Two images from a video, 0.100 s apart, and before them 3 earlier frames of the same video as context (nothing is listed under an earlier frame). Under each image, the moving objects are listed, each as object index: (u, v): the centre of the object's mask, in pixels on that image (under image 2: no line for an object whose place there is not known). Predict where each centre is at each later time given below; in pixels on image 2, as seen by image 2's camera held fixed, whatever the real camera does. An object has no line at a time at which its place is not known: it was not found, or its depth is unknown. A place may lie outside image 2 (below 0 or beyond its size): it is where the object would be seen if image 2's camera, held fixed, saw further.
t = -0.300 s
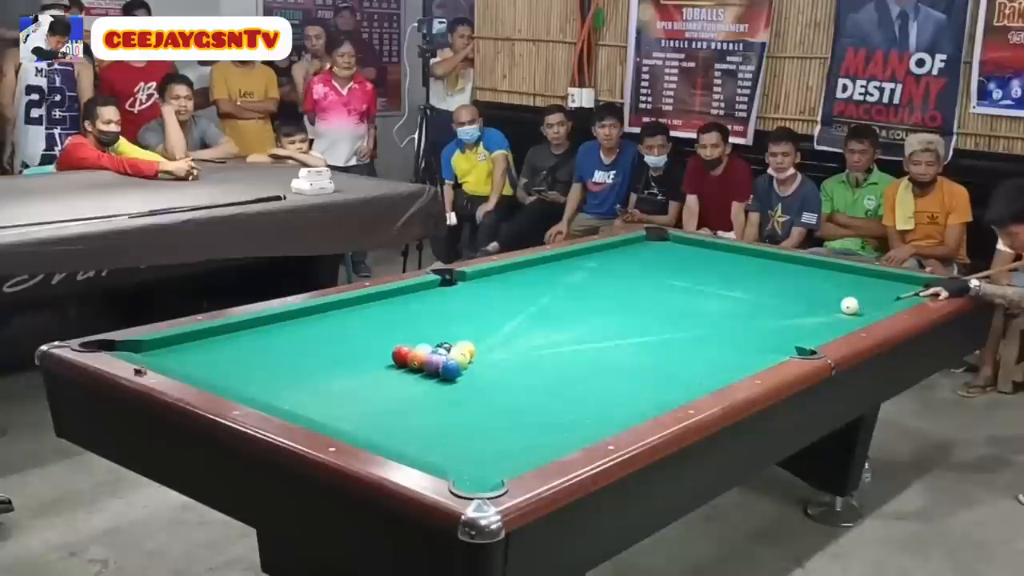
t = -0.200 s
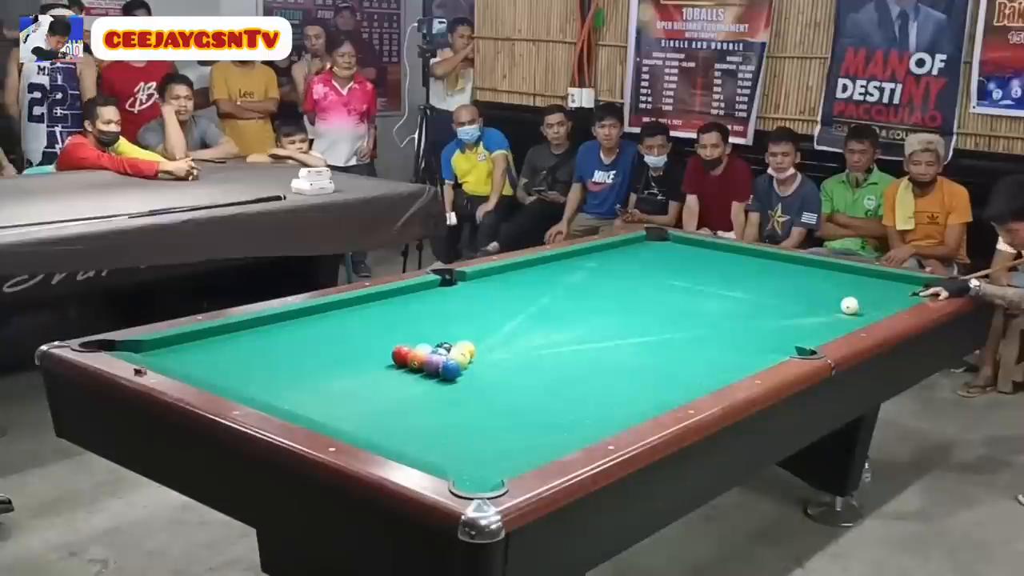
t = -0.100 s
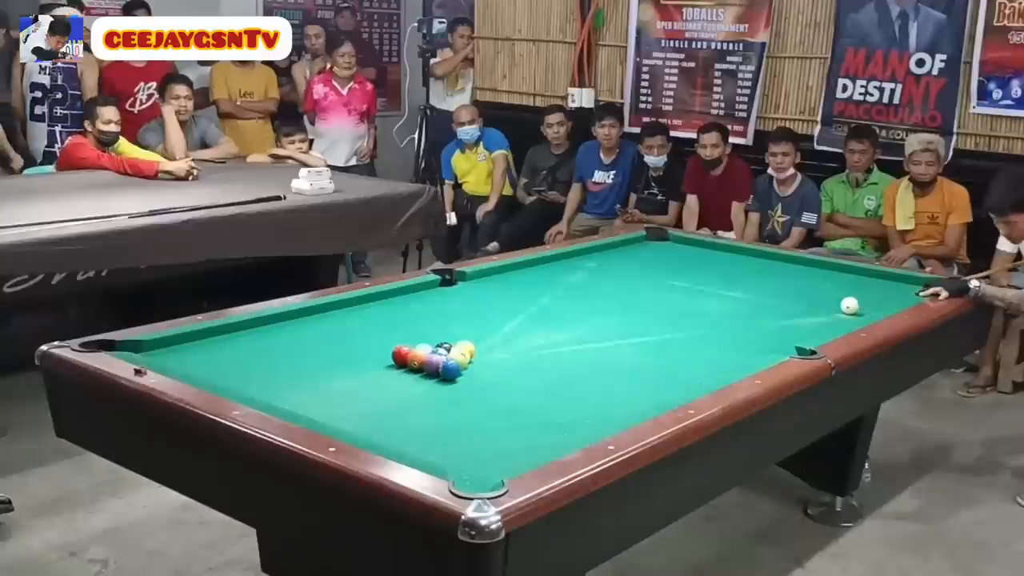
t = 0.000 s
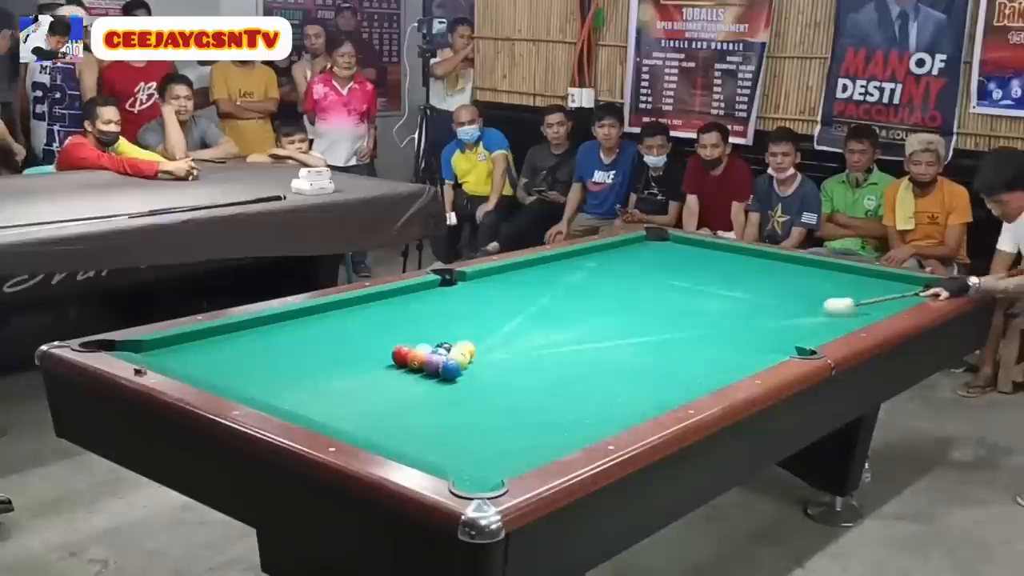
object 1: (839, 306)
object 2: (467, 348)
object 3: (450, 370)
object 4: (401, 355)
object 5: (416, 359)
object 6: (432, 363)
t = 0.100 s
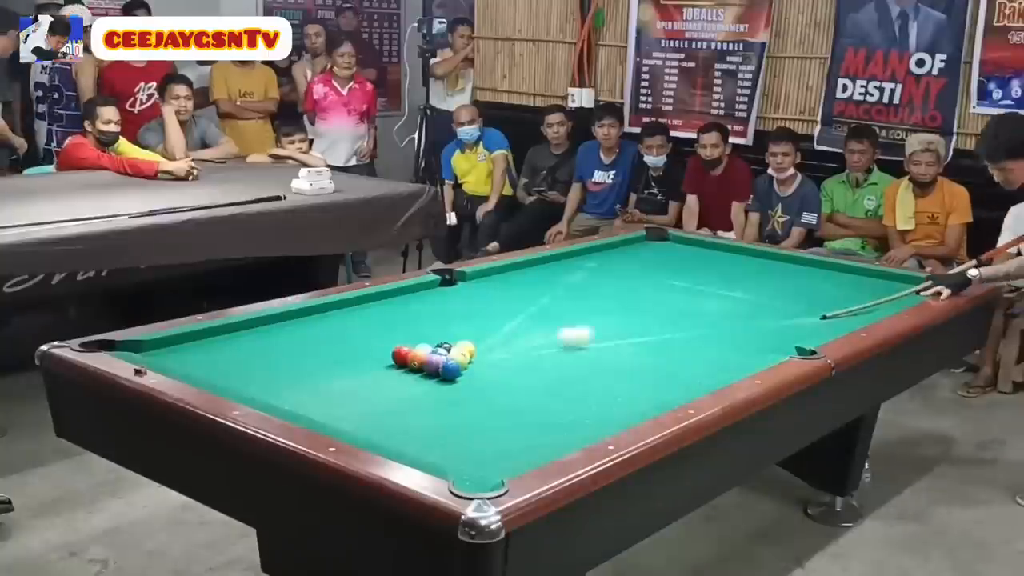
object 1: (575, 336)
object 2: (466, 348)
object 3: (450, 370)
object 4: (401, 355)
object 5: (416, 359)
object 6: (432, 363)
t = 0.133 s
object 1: (483, 345)
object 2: (465, 344)
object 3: (449, 371)
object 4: (394, 355)
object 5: (415, 359)
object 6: (432, 363)
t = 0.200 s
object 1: (504, 313)
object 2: (462, 323)
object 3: (432, 393)
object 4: (217, 368)
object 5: (398, 374)
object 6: (418, 379)
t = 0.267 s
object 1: (522, 299)
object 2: (460, 314)
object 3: (414, 415)
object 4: (226, 340)
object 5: (381, 386)
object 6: (407, 392)
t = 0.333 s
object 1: (540, 300)
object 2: (457, 319)
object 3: (398, 437)
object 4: (273, 321)
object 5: (365, 398)
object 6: (396, 405)
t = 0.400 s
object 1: (559, 317)
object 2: (456, 306)
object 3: (415, 443)
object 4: (341, 308)
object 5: (347, 410)
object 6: (384, 418)
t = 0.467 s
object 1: (576, 351)
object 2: (454, 304)
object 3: (450, 440)
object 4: (413, 305)
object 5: (332, 418)
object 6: (372, 430)
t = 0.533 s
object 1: (590, 346)
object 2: (484, 293)
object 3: (483, 436)
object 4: (448, 302)
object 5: (354, 419)
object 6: (384, 433)
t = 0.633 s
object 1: (608, 347)
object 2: (544, 278)
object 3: (529, 431)
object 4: (468, 302)
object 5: (385, 414)
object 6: (418, 432)
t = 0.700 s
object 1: (620, 368)
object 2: (577, 269)
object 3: (560, 428)
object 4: (482, 302)
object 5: (405, 411)
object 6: (439, 430)
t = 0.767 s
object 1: (628, 365)
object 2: (605, 261)
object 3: (588, 422)
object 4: (496, 302)
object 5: (425, 408)
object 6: (461, 428)
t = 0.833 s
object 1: (634, 375)
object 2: (629, 254)
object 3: (606, 416)
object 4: (510, 302)
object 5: (444, 405)
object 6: (481, 426)
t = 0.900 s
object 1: (638, 379)
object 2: (649, 247)
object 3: (613, 410)
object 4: (523, 302)
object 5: (463, 403)
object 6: (502, 424)
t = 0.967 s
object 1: (640, 383)
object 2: (669, 240)
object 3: (620, 405)
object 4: (536, 301)
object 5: (480, 399)
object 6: (522, 423)
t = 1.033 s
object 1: (643, 386)
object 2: (667, 240)
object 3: (626, 398)
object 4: (549, 302)
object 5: (498, 397)
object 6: (541, 421)
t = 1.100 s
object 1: (651, 387)
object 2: (651, 245)
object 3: (624, 394)
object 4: (562, 302)
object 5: (515, 394)
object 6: (560, 419)
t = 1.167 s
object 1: (666, 385)
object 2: (636, 248)
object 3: (615, 392)
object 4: (574, 301)
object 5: (531, 392)
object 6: (579, 418)
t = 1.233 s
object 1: (680, 383)
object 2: (623, 251)
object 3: (609, 391)
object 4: (587, 301)
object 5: (547, 389)
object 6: (597, 416)
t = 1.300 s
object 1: (693, 380)
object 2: (609, 255)
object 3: (603, 389)
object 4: (599, 301)
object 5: (563, 387)
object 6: (614, 412)
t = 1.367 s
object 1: (700, 377)
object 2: (596, 258)
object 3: (600, 387)
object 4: (611, 300)
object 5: (575, 384)
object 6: (625, 408)
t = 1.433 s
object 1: (705, 374)
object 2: (581, 262)
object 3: (612, 386)
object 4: (624, 300)
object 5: (572, 381)
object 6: (629, 405)
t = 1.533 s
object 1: (712, 369)
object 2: (559, 268)
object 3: (623, 384)
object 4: (642, 300)
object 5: (572, 377)
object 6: (633, 400)
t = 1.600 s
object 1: (717, 365)
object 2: (543, 271)
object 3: (631, 381)
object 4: (653, 300)
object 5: (572, 374)
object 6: (636, 397)
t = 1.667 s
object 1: (721, 362)
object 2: (527, 275)
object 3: (640, 378)
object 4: (664, 300)
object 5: (573, 371)
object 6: (638, 393)
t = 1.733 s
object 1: (725, 359)
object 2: (511, 279)
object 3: (651, 379)
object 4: (675, 300)
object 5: (573, 368)
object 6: (641, 389)
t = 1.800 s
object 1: (729, 355)
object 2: (494, 283)
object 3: (658, 380)
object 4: (686, 299)
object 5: (573, 366)
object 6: (642, 387)
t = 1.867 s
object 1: (733, 351)
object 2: (476, 288)
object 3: (665, 379)
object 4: (697, 300)
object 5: (573, 363)
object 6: (643, 384)
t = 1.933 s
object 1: (737, 348)
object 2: (457, 292)
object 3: (673, 377)
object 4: (708, 299)
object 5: (573, 361)
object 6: (643, 382)
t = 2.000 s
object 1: (740, 345)
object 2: (438, 297)
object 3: (681, 375)
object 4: (719, 299)
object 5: (573, 359)
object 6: (644, 380)
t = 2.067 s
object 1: (744, 341)
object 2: (418, 302)
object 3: (689, 373)
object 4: (729, 300)
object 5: (573, 356)
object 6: (644, 378)
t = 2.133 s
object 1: (747, 338)
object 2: (398, 307)
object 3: (697, 372)
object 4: (739, 299)
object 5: (573, 354)
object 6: (645, 376)
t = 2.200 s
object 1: (750, 335)
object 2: (377, 312)
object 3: (704, 369)
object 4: (749, 299)
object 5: (573, 352)
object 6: (645, 374)
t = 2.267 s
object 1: (753, 332)
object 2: (355, 317)
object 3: (711, 368)
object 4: (759, 299)
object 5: (573, 350)
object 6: (646, 372)
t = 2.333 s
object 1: (757, 330)
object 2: (332, 322)
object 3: (718, 366)
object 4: (770, 299)
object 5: (574, 348)
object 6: (646, 370)
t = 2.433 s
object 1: (761, 326)
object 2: (296, 331)
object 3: (728, 363)
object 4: (784, 299)
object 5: (574, 345)
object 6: (646, 368)
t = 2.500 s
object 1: (764, 323)
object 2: (271, 338)
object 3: (734, 361)
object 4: (794, 299)
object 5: (574, 343)
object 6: (647, 366)
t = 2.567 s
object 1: (767, 321)
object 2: (244, 344)
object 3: (741, 359)
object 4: (803, 299)
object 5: (574, 341)
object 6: (647, 364)
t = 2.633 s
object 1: (770, 318)
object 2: (217, 351)
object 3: (748, 357)
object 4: (812, 298)
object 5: (574, 340)
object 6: (647, 363)
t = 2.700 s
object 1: (772, 316)
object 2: (189, 358)
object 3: (757, 354)
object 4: (822, 299)
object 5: (573, 338)
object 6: (647, 361)
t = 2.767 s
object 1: (775, 313)
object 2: (170, 359)
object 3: (759, 353)
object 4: (831, 298)
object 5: (574, 337)
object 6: (648, 360)
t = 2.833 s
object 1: (777, 311)
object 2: (188, 358)
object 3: (764, 352)
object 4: (839, 298)
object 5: (574, 335)
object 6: (648, 359)
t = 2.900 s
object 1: (780, 309)
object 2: (205, 355)
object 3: (767, 351)
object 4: (848, 298)
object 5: (574, 333)
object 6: (648, 357)
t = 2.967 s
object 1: (782, 307)
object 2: (221, 352)
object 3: (765, 351)
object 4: (857, 298)
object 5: (574, 332)
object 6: (648, 356)
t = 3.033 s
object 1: (784, 305)
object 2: (236, 348)
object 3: (763, 352)
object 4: (865, 298)
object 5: (574, 331)
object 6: (648, 355)
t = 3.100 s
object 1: (787, 303)
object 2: (251, 345)
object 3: (761, 351)
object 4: (874, 298)
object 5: (574, 329)
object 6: (648, 354)
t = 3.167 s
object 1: (789, 301)
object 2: (265, 342)
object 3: (759, 352)
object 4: (882, 298)
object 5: (574, 328)
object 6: (648, 353)
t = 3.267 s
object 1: (792, 298)
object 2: (286, 337)
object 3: (757, 352)
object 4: (894, 297)
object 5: (573, 326)
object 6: (649, 351)
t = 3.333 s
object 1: (794, 296)
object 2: (299, 335)
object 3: (756, 352)
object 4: (902, 296)
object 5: (573, 325)
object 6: (648, 350)
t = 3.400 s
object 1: (796, 294)
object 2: (312, 332)
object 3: (755, 352)
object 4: (902, 296)
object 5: (573, 324)
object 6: (648, 349)
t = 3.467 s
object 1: (798, 293)
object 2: (325, 329)
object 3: (754, 352)
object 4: (901, 295)
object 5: (573, 323)
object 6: (648, 348)
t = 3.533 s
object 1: (800, 291)
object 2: (337, 327)
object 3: (753, 352)
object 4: (899, 295)
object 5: (573, 322)
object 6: (648, 348)
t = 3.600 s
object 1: (802, 290)
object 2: (348, 324)
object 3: (753, 352)
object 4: (897, 295)
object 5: (573, 321)
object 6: (648, 347)
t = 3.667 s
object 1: (803, 288)
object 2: (360, 322)
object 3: (752, 352)
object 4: (896, 294)
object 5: (573, 320)
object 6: (648, 346)
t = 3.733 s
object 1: (806, 287)
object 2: (371, 319)
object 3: (751, 352)
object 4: (894, 295)
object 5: (573, 319)
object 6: (647, 345)
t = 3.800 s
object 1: (807, 285)
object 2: (381, 317)
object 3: (751, 352)
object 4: (892, 294)
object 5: (573, 318)
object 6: (647, 345)
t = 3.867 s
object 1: (809, 284)
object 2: (392, 315)
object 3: (750, 352)
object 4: (891, 294)
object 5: (573, 317)
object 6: (647, 344)
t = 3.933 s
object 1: (811, 283)
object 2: (402, 313)
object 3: (750, 352)
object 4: (890, 293)
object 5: (573, 317)
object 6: (647, 343)
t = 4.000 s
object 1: (812, 281)
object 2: (412, 311)
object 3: (750, 352)
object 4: (888, 292)
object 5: (573, 316)
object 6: (647, 343)
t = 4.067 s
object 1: (814, 280)
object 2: (421, 308)
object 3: (750, 352)
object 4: (887, 292)
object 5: (573, 315)
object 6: (647, 343)
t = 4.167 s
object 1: (816, 278)
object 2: (435, 306)
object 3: (750, 352)
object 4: (885, 291)
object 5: (573, 314)
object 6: (647, 342)
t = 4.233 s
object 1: (817, 277)
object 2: (444, 304)
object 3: (750, 352)
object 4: (884, 290)
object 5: (573, 314)
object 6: (647, 341)
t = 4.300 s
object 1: (819, 276)
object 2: (453, 303)
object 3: (750, 352)
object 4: (883, 290)
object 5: (573, 313)
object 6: (647, 341)
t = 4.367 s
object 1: (820, 274)
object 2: (461, 300)
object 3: (750, 352)
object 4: (882, 289)
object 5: (572, 312)
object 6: (647, 341)
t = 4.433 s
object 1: (822, 273)
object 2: (469, 298)
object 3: (750, 352)
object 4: (881, 289)
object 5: (572, 312)
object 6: (647, 340)
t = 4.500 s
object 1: (823, 272)
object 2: (477, 297)
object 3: (750, 352)
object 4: (880, 289)
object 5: (572, 312)
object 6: (647, 340)
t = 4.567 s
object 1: (824, 271)
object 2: (485, 295)
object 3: (750, 352)
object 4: (879, 289)
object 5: (572, 311)
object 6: (647, 340)
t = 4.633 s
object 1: (825, 270)
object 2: (493, 294)
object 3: (750, 352)
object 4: (879, 289)
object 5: (572, 311)
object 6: (647, 340)
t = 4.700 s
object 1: (827, 269)
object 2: (500, 292)
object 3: (750, 352)
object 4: (877, 288)
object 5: (572, 310)
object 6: (647, 340)
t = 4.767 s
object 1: (828, 268)
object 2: (507, 290)
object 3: (750, 352)
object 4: (877, 288)
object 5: (572, 310)
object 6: (647, 340)
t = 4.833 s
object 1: (829, 267)
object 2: (514, 289)
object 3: (750, 352)
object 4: (876, 287)
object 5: (572, 310)
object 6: (647, 340)
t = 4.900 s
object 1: (830, 266)
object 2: (521, 288)
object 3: (750, 352)
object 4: (876, 287)
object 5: (571, 310)
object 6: (647, 340)
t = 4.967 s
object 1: (831, 265)
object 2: (527, 286)
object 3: (750, 352)
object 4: (875, 287)
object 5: (571, 310)
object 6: (647, 340)
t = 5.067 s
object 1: (828, 265)
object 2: (537, 284)
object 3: (750, 352)
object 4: (875, 287)
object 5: (571, 309)
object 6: (647, 340)
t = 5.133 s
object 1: (826, 265)
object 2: (543, 283)
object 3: (750, 352)
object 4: (874, 287)
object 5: (571, 309)
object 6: (647, 340)
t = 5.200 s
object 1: (824, 266)
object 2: (549, 281)
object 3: (750, 352)
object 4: (874, 287)
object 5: (571, 309)
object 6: (647, 340)
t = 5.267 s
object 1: (822, 266)
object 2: (555, 280)
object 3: (750, 352)
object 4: (874, 287)
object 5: (571, 309)
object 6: (647, 340)
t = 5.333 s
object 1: (821, 266)
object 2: (561, 279)
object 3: (750, 352)
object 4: (873, 287)
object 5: (571, 309)
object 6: (647, 340)
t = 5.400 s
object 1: (819, 267)
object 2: (566, 278)
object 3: (750, 352)
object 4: (873, 286)
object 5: (571, 309)
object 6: (647, 340)
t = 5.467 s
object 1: (817, 267)
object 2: (572, 276)
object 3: (750, 352)
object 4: (873, 286)
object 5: (571, 309)
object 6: (647, 340)
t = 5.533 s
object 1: (816, 267)
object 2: (577, 275)
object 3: (750, 352)
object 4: (873, 286)
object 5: (571, 309)
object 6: (647, 340)
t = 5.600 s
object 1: (814, 267)
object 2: (582, 274)
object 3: (750, 352)
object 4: (873, 286)
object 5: (571, 309)
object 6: (647, 340)
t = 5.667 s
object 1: (813, 267)
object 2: (587, 273)
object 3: (750, 352)
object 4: (873, 286)
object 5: (571, 309)
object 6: (647, 340)
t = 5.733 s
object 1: (811, 267)
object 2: (592, 272)
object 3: (750, 352)
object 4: (873, 286)
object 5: (571, 309)
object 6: (647, 340)
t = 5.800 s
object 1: (810, 268)
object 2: (596, 271)
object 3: (750, 352)
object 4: (873, 286)
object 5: (571, 309)
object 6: (647, 340)
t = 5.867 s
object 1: (809, 268)
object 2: (601, 270)
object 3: (750, 352)
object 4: (873, 286)
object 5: (571, 309)
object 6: (647, 340)
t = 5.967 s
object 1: (807, 268)
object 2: (608, 268)
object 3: (750, 352)
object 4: (873, 286)
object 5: (571, 309)
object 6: (647, 340)
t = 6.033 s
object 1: (806, 268)
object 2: (613, 267)
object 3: (750, 352)
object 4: (873, 286)
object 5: (571, 309)
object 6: (647, 340)
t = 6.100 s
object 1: (805, 269)
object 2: (616, 267)
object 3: (750, 352)
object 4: (873, 287)
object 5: (572, 309)
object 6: (647, 340)
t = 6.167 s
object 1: (804, 269)
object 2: (621, 266)
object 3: (750, 352)
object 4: (873, 286)
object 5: (572, 309)
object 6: (647, 340)
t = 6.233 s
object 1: (803, 269)
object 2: (625, 265)
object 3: (750, 352)
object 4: (873, 286)
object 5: (572, 309)
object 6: (647, 340)
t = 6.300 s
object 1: (803, 269)
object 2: (629, 264)
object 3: (750, 352)
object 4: (873, 286)
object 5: (572, 309)
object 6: (647, 340)
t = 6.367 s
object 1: (802, 269)
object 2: (632, 263)
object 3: (750, 352)
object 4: (873, 286)
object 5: (572, 309)
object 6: (647, 340)
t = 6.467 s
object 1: (801, 269)
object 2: (637, 262)
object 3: (750, 352)
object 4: (873, 287)
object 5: (572, 309)
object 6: (647, 340)
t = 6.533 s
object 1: (800, 269)
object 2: (641, 261)
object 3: (750, 352)
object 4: (873, 286)
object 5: (571, 309)
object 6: (647, 340)
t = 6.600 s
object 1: (800, 269)
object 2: (645, 260)
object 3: (750, 352)
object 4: (873, 286)
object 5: (571, 309)
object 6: (647, 340)
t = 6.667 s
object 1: (799, 270)
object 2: (648, 259)
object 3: (750, 352)
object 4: (873, 286)
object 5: (571, 309)
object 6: (647, 340)
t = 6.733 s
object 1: (799, 269)
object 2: (652, 259)
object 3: (750, 352)
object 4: (874, 286)
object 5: (571, 309)
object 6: (647, 340)
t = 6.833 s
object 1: (799, 269)
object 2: (657, 258)
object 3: (750, 352)
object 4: (873, 286)
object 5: (571, 309)
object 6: (647, 340)
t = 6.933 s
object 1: (798, 269)
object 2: (661, 257)
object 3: (750, 352)
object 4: (873, 286)
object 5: (571, 309)
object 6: (647, 340)
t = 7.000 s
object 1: (798, 270)
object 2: (664, 256)
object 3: (750, 352)
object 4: (873, 286)
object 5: (571, 309)
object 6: (647, 340)
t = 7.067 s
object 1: (798, 270)
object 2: (667, 256)
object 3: (750, 352)
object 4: (873, 286)
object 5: (572, 309)
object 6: (647, 340)
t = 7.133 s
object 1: (798, 269)
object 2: (670, 255)
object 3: (750, 352)
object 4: (874, 286)
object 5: (571, 309)
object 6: (647, 340)
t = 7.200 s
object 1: (798, 270)
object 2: (673, 254)
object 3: (750, 352)
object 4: (873, 286)
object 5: (571, 309)
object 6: (647, 340)
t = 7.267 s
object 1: (798, 270)
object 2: (675, 253)
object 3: (750, 352)
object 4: (873, 286)
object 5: (571, 309)
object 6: (647, 340)
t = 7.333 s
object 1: (798, 269)
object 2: (678, 253)
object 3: (750, 352)
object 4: (873, 286)
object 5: (571, 309)
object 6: (647, 340)
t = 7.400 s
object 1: (798, 270)
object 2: (680, 253)
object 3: (750, 352)
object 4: (874, 286)
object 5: (571, 309)
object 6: (647, 340)
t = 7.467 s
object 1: (798, 270)
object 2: (683, 252)
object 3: (750, 352)
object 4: (873, 286)
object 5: (571, 309)
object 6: (647, 340)
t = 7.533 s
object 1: (798, 269)
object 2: (685, 252)
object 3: (750, 352)
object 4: (873, 286)
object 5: (571, 309)
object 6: (647, 340)
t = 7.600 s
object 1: (798, 270)
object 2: (688, 251)
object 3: (750, 352)
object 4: (873, 286)
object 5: (571, 309)
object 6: (647, 340)
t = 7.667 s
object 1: (798, 269)
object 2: (690, 251)
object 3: (750, 352)
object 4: (874, 286)
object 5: (571, 309)
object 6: (647, 340)
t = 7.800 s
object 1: (798, 270)
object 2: (694, 249)
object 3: (750, 352)
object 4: (873, 286)
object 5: (571, 309)
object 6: (648, 340)
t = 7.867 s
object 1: (798, 270)
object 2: (696, 249)
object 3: (750, 352)
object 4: (873, 287)
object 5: (571, 309)
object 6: (647, 340)
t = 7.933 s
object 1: (798, 270)
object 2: (698, 249)
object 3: (750, 352)
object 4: (873, 286)
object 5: (571, 309)
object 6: (648, 339)
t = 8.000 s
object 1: (798, 270)
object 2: (699, 248)
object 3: (750, 352)
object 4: (874, 286)
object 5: (571, 309)
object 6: (647, 340)
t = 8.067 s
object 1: (798, 270)
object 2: (701, 248)
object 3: (750, 352)
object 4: (873, 286)
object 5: (572, 309)
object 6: (647, 340)
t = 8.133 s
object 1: (798, 269)
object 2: (703, 248)
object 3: (750, 352)
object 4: (873, 286)
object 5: (571, 309)
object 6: (647, 340)
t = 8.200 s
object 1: (798, 269)
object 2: (705, 247)
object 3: (750, 352)
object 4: (873, 286)
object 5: (571, 309)
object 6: (647, 340)
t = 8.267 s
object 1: (798, 269)
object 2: (706, 247)
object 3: (750, 352)
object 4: (873, 286)
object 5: (571, 309)
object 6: (648, 339)
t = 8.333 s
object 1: (798, 269)
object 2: (707, 246)
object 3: (750, 352)
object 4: (874, 286)
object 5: (571, 309)
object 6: (647, 340)
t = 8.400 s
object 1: (798, 270)
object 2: (709, 246)
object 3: (750, 352)
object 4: (873, 286)
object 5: (571, 309)
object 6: (647, 340)
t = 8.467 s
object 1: (798, 269)
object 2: (710, 246)
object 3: (750, 352)
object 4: (873, 286)
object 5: (571, 309)
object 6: (647, 340)
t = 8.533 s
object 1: (798, 270)
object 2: (711, 245)
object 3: (750, 352)
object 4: (873, 286)
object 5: (571, 309)
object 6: (647, 340)
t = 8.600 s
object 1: (798, 269)
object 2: (712, 245)
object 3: (750, 352)
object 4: (874, 286)
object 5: (571, 309)
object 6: (647, 340)
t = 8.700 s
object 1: (798, 269)
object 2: (711, 245)
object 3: (750, 352)
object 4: (873, 286)
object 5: (571, 309)
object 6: (647, 340)
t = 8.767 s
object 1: (798, 269)
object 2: (711, 245)
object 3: (750, 352)
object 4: (873, 286)
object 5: (571, 309)
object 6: (647, 340)
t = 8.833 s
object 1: (798, 270)
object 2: (710, 245)
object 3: (750, 352)
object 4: (873, 286)
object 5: (571, 309)
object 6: (647, 340)
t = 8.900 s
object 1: (798, 270)
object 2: (710, 245)
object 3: (750, 352)
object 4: (873, 286)
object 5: (571, 309)
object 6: (647, 340)
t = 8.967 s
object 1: (798, 270)
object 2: (709, 245)
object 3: (750, 352)
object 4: (873, 286)
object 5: (571, 309)
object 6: (647, 340)
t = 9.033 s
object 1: (798, 269)
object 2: (709, 245)
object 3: (750, 352)
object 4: (873, 286)
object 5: (572, 309)
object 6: (647, 340)
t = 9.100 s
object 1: (798, 269)
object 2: (708, 246)
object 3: (750, 352)
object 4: (873, 286)
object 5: (571, 309)
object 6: (647, 340)
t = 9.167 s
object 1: (798, 269)
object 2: (708, 245)
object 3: (750, 352)
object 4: (874, 286)
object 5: (572, 309)
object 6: (647, 340)
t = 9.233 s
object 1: (798, 270)
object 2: (708, 246)
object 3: (750, 352)
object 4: (873, 286)
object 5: (572, 308)
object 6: (648, 340)
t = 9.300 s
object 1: (798, 270)
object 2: (707, 246)
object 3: (750, 352)
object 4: (873, 286)
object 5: (572, 308)
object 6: (648, 339)
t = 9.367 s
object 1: (798, 270)
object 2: (707, 246)
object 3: (750, 352)
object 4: (873, 286)
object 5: (572, 308)
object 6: (648, 340)
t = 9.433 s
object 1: (798, 270)
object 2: (707, 246)
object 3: (750, 352)
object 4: (874, 286)
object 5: (572, 308)
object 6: (648, 340)
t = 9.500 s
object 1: (798, 270)
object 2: (706, 246)
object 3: (750, 352)
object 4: (874, 286)
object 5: (572, 308)
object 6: (648, 340)
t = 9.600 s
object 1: (798, 270)
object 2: (706, 246)
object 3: (750, 352)
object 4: (874, 286)
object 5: (572, 308)
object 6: (648, 340)
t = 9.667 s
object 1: (798, 270)
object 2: (706, 246)
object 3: (750, 352)
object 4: (873, 286)
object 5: (572, 309)
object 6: (648, 340)
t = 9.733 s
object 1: (798, 270)
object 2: (706, 246)
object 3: (750, 352)
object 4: (873, 286)
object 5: (572, 309)
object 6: (648, 340)
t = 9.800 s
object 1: (798, 270)
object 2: (706, 246)
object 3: (750, 352)
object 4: (873, 286)
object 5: (572, 309)
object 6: (648, 340)
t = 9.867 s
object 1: (798, 270)
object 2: (707, 246)
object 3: (750, 352)
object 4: (873, 286)
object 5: (572, 309)
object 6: (648, 340)
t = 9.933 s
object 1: (798, 270)
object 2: (707, 246)
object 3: (750, 352)
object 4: (873, 286)
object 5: (572, 309)
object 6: (648, 340)
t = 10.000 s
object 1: (798, 270)
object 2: (707, 246)
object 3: (750, 352)
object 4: (873, 286)
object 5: (572, 309)
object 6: (648, 340)
